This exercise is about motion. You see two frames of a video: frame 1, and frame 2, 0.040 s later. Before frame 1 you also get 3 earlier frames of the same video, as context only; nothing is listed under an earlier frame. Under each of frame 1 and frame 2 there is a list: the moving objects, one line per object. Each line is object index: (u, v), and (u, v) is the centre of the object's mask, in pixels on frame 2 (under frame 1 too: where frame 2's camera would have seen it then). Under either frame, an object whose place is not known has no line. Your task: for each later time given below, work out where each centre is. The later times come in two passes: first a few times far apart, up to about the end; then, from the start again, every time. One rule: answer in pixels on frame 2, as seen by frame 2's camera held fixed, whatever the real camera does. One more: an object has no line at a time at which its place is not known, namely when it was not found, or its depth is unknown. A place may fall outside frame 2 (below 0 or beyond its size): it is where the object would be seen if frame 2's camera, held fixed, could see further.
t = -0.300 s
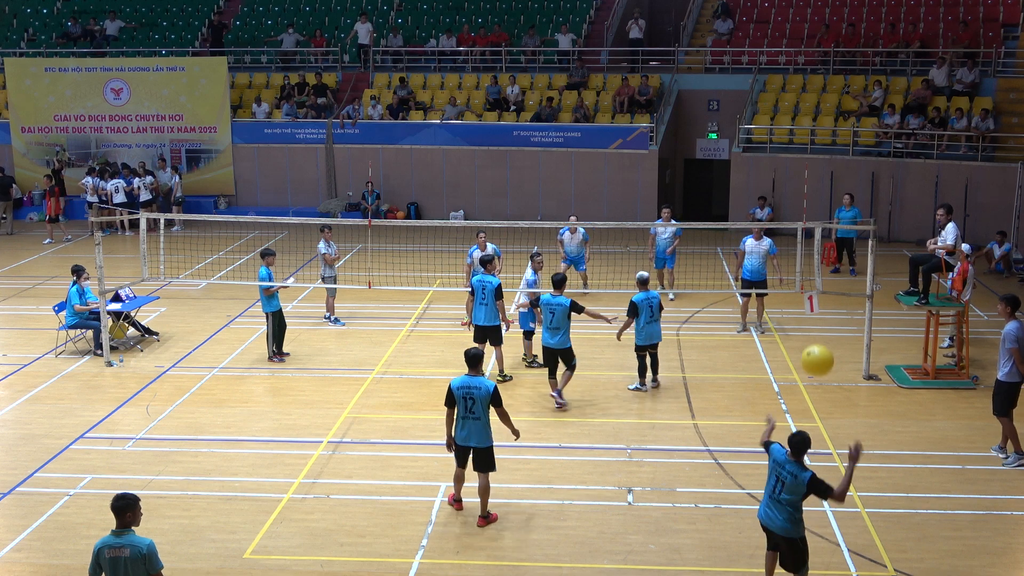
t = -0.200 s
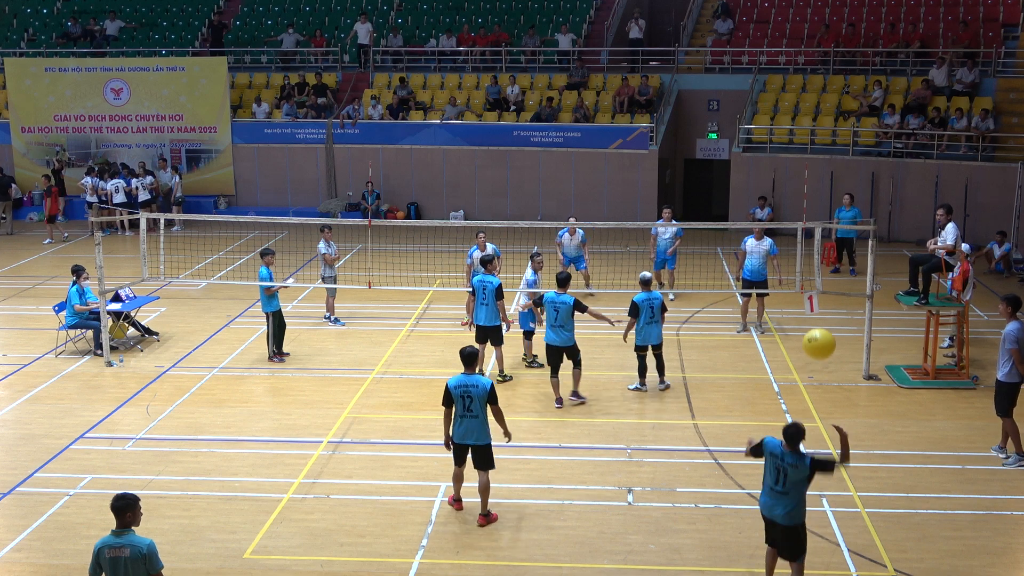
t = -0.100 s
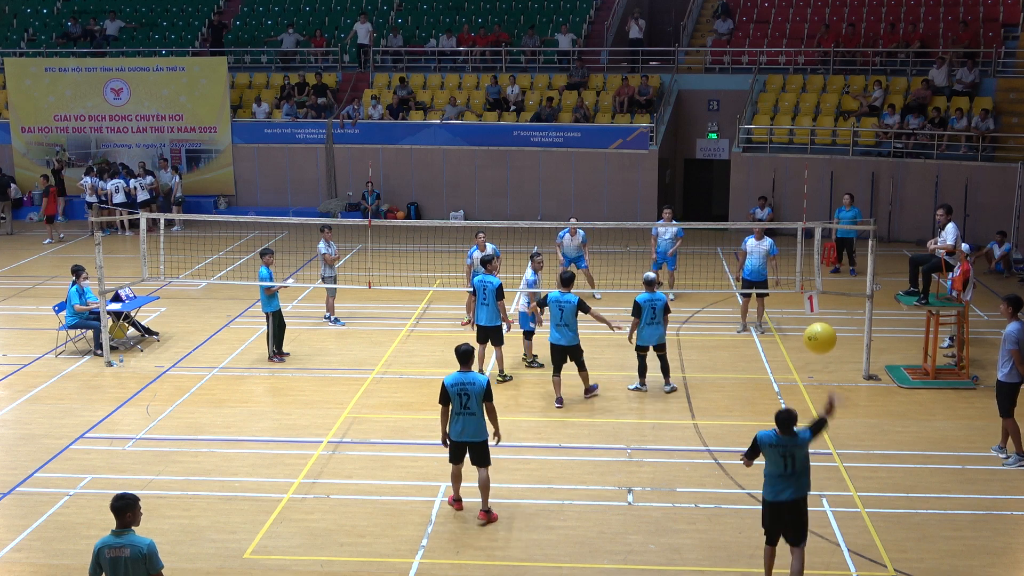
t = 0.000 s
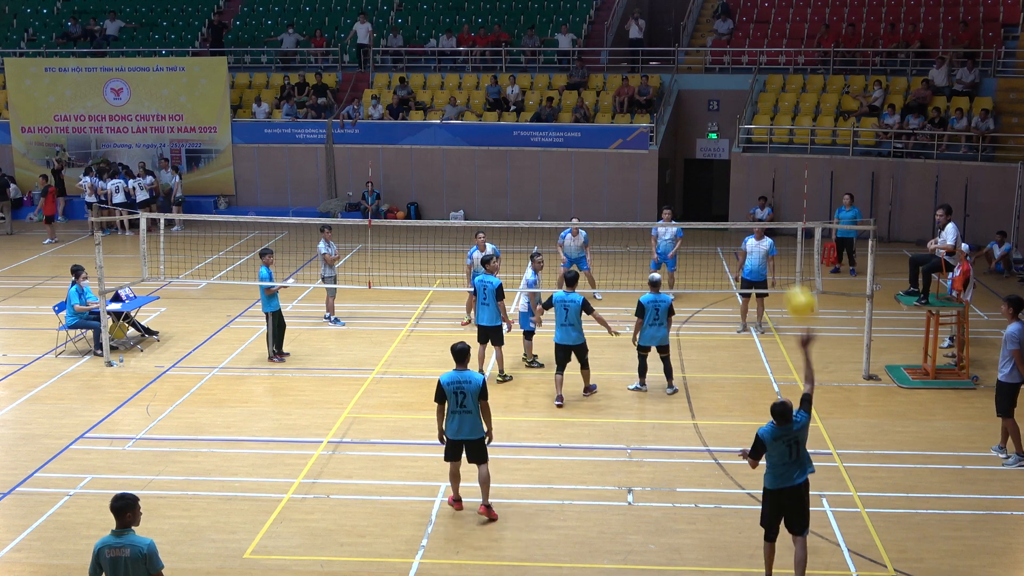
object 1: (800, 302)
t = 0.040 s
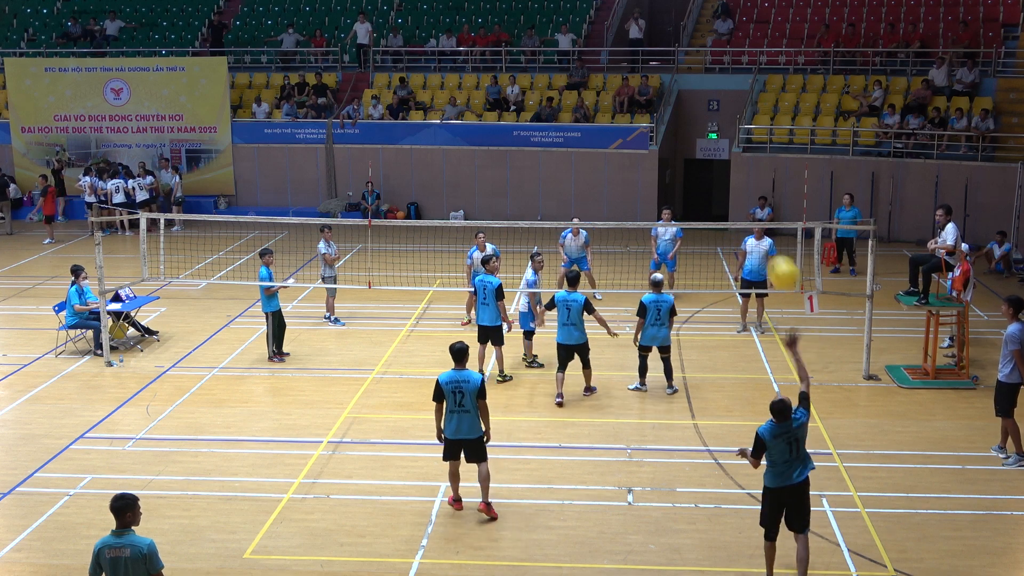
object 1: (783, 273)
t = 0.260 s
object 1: (707, 166)
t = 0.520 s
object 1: (648, 134)
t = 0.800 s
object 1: (610, 160)
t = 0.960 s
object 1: (595, 194)
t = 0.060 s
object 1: (776, 260)
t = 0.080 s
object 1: (769, 247)
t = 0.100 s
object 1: (760, 232)
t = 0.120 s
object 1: (753, 222)
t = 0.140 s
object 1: (745, 211)
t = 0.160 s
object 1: (739, 203)
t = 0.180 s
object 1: (732, 194)
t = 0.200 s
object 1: (726, 186)
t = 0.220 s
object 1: (719, 179)
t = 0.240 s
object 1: (713, 172)
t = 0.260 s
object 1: (707, 166)
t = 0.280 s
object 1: (701, 161)
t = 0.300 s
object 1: (695, 156)
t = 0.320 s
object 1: (690, 152)
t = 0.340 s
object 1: (685, 148)
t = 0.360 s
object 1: (680, 145)
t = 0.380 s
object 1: (676, 142)
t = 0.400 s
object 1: (671, 140)
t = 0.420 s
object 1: (667, 138)
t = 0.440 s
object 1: (663, 137)
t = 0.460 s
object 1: (659, 135)
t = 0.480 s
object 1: (655, 134)
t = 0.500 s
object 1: (651, 134)
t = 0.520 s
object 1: (648, 134)
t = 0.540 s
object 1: (644, 134)
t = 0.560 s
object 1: (641, 134)
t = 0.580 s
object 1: (638, 135)
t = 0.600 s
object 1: (635, 136)
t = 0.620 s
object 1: (632, 137)
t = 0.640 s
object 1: (629, 139)
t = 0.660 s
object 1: (627, 141)
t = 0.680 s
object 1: (624, 143)
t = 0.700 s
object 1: (622, 145)
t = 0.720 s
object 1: (619, 148)
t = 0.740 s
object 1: (617, 151)
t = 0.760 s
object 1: (615, 154)
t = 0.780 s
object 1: (613, 157)
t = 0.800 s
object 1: (610, 160)
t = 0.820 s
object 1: (608, 164)
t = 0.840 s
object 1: (606, 168)
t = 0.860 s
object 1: (604, 172)
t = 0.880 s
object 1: (602, 176)
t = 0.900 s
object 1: (600, 180)
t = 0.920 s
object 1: (598, 185)
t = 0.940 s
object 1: (596, 189)
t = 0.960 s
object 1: (595, 194)
